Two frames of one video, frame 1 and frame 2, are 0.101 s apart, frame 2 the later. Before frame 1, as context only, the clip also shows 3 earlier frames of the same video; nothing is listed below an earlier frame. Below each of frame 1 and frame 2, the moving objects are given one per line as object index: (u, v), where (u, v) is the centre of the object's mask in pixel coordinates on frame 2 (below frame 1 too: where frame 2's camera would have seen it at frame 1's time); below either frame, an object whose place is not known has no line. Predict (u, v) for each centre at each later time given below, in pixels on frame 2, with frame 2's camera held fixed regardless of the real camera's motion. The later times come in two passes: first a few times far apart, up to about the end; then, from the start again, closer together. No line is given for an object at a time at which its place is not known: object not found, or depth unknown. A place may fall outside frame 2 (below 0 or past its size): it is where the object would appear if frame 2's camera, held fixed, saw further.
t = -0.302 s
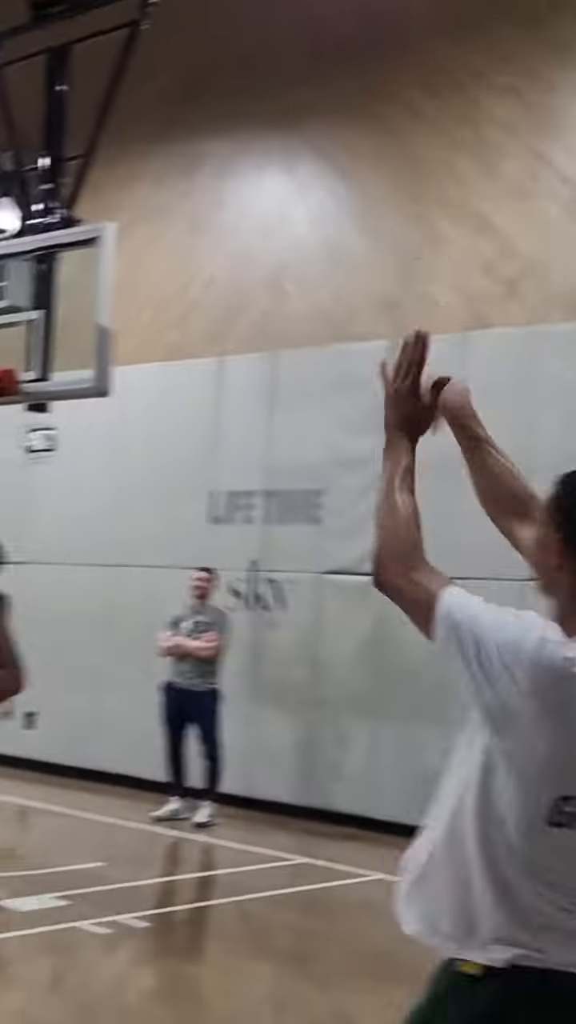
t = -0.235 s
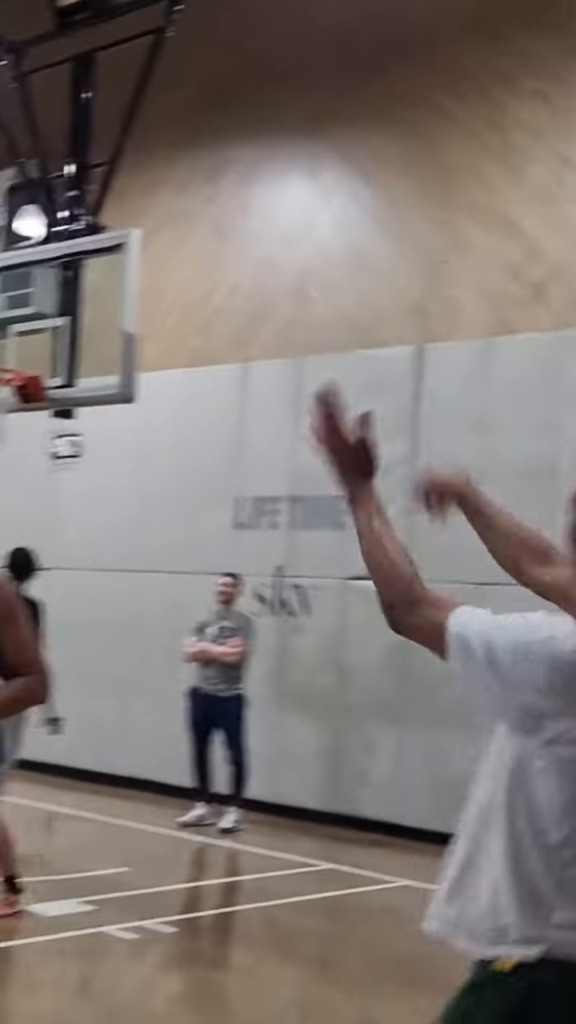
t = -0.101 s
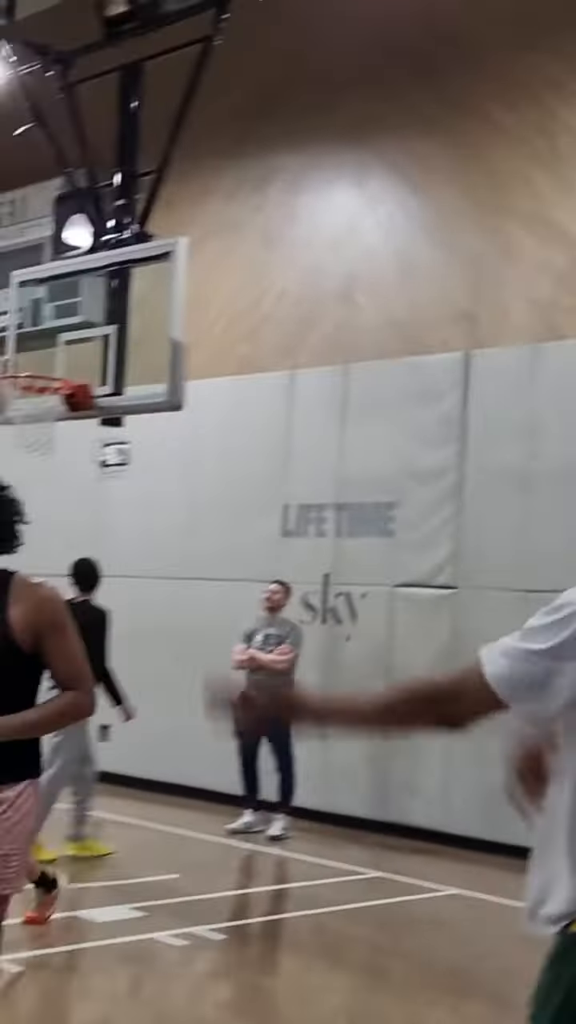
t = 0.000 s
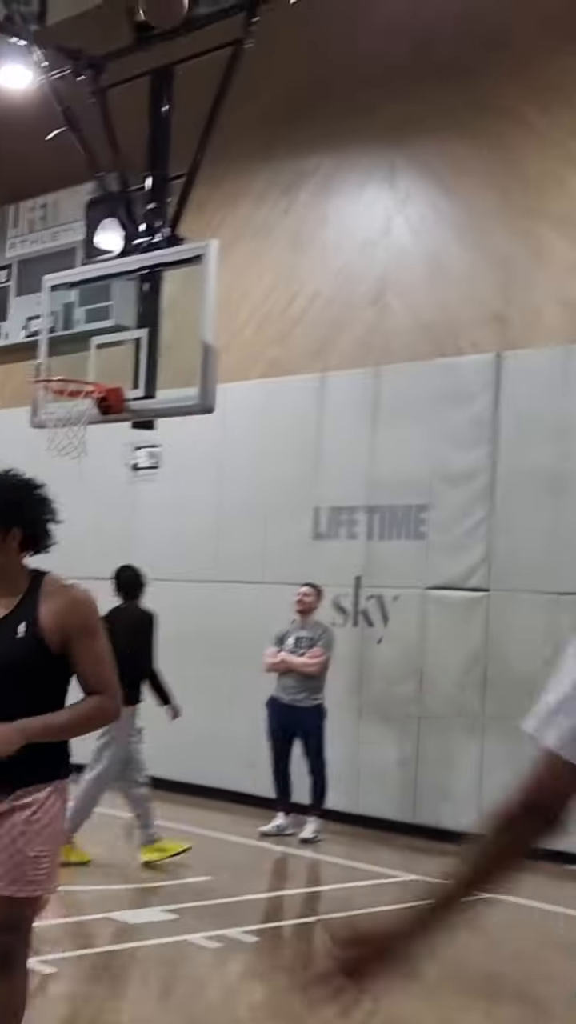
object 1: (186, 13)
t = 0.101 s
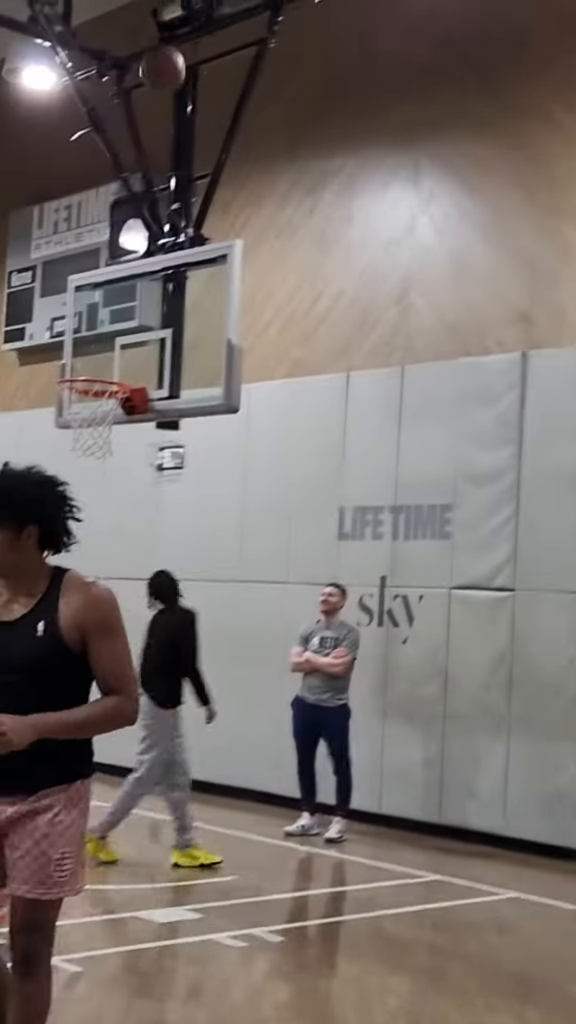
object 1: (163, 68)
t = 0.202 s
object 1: (141, 145)
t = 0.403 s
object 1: (101, 313)
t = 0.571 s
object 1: (97, 443)
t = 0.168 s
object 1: (148, 118)
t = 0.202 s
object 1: (141, 145)
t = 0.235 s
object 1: (135, 171)
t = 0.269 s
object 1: (128, 196)
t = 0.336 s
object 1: (114, 255)
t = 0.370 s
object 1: (109, 283)
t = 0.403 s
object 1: (101, 313)
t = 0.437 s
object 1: (96, 342)
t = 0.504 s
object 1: (88, 396)
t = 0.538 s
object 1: (92, 420)
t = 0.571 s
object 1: (97, 443)
